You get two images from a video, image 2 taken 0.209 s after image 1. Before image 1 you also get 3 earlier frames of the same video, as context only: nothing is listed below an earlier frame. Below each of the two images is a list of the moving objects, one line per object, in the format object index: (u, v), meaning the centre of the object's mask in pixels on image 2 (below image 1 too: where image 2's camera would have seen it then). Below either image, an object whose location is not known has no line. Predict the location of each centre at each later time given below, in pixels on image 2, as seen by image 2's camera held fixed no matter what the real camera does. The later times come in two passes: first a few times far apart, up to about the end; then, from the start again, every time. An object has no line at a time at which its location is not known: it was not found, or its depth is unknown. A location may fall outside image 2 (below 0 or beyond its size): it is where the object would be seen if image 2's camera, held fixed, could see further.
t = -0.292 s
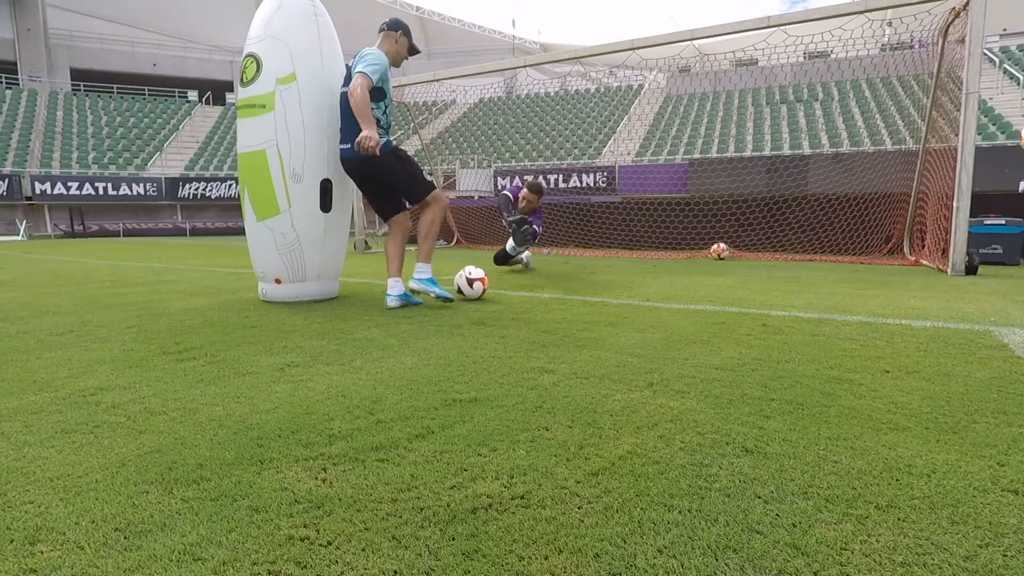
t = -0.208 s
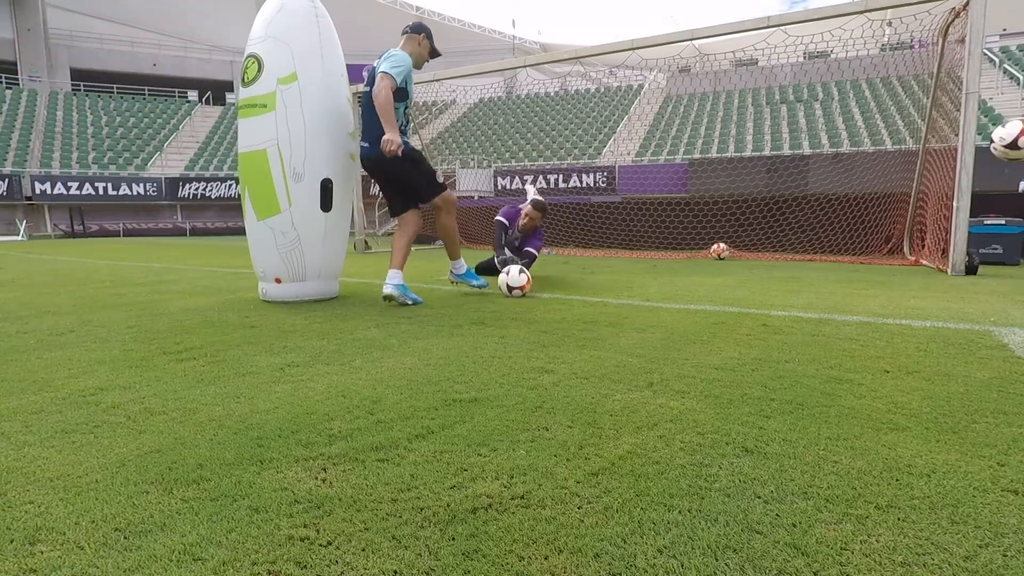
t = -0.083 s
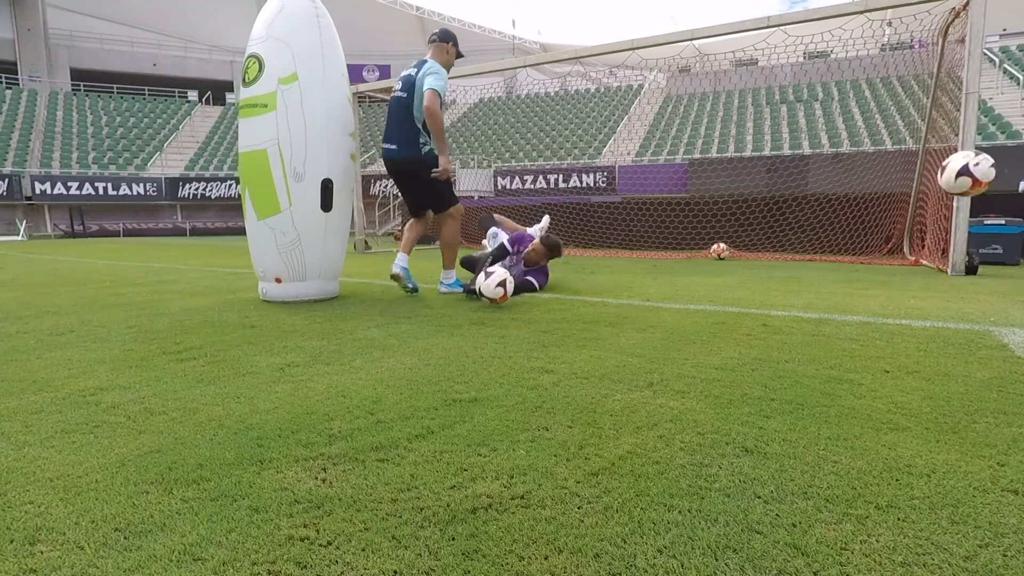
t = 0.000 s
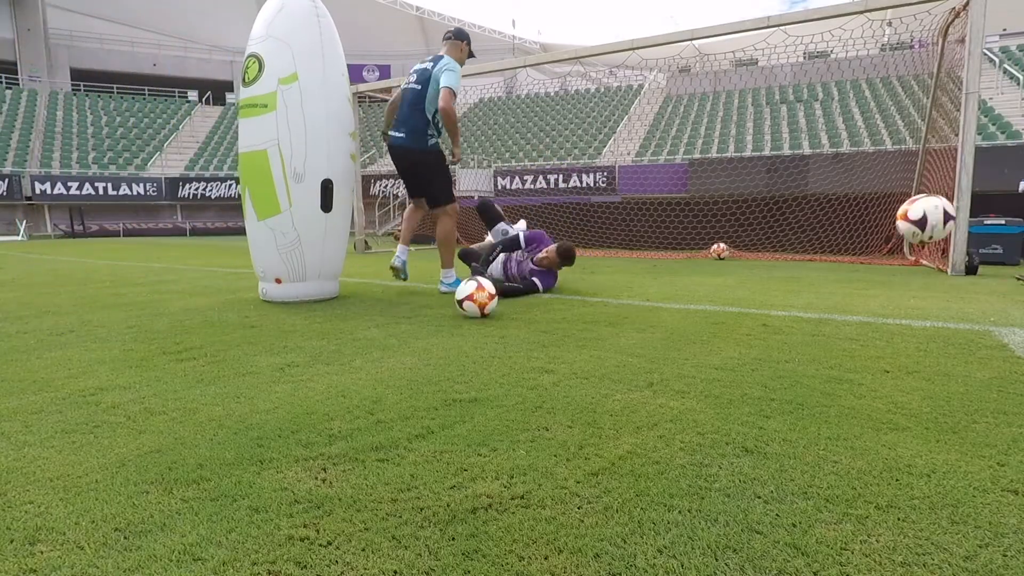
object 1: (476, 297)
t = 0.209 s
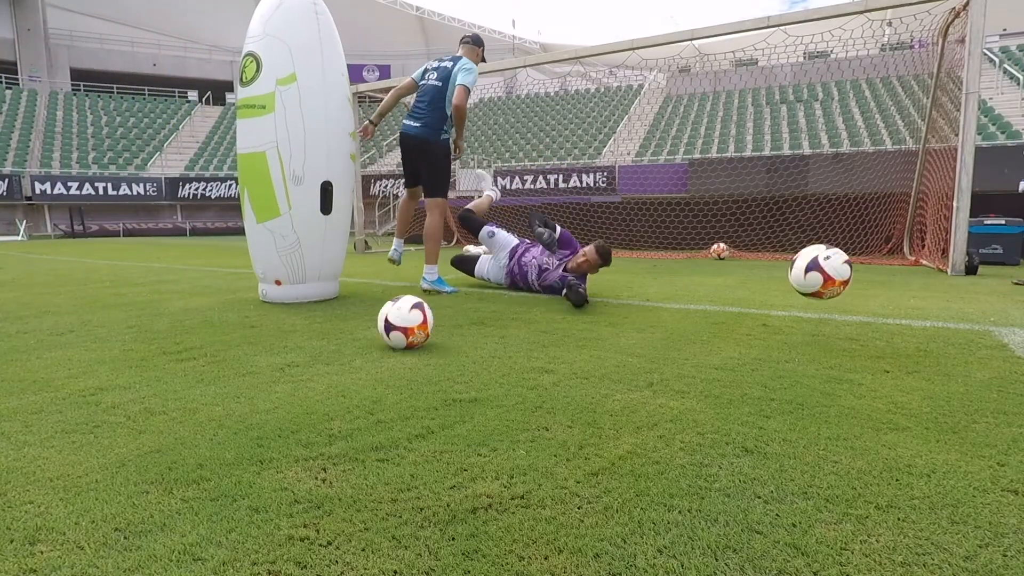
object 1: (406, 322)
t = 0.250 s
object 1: (387, 327)
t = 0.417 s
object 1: (294, 347)
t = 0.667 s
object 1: (108, 384)
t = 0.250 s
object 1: (387, 327)
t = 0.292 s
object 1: (366, 332)
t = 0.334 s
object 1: (344, 338)
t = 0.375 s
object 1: (319, 343)
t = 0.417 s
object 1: (294, 347)
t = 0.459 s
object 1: (267, 354)
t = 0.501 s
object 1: (237, 361)
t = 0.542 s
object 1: (207, 366)
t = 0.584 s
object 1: (175, 373)
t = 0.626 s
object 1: (142, 379)
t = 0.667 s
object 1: (108, 384)
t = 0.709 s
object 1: (75, 388)
